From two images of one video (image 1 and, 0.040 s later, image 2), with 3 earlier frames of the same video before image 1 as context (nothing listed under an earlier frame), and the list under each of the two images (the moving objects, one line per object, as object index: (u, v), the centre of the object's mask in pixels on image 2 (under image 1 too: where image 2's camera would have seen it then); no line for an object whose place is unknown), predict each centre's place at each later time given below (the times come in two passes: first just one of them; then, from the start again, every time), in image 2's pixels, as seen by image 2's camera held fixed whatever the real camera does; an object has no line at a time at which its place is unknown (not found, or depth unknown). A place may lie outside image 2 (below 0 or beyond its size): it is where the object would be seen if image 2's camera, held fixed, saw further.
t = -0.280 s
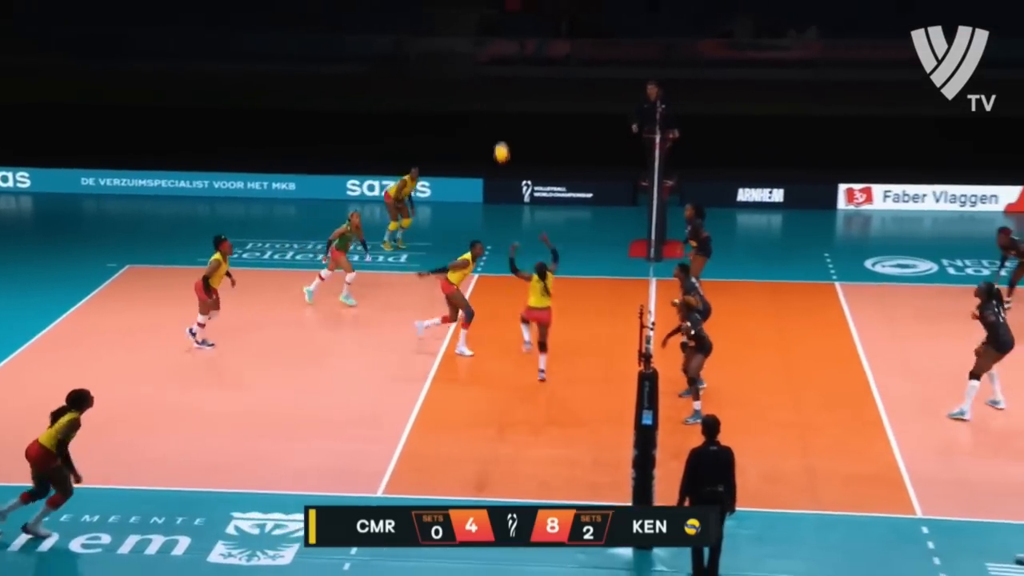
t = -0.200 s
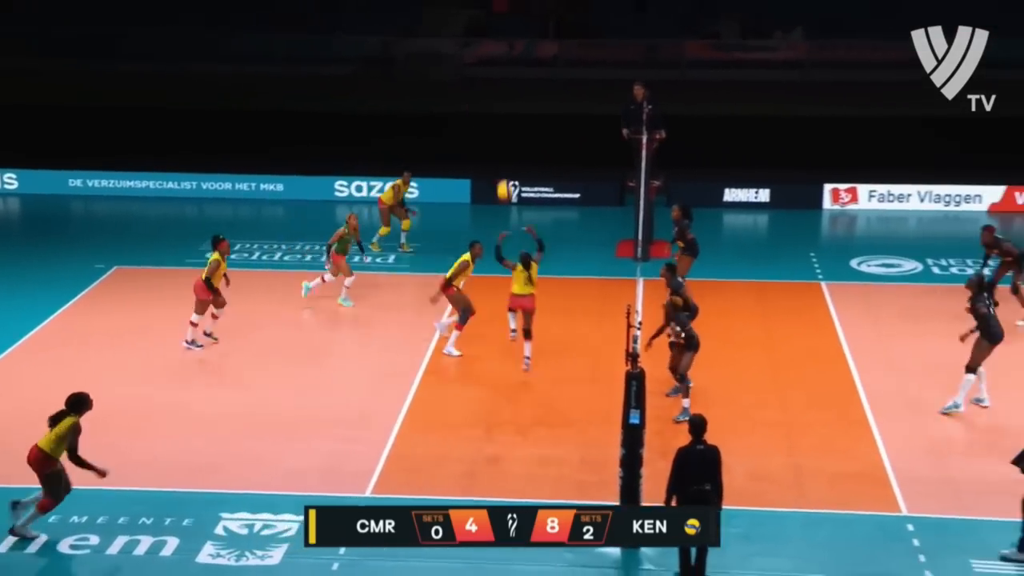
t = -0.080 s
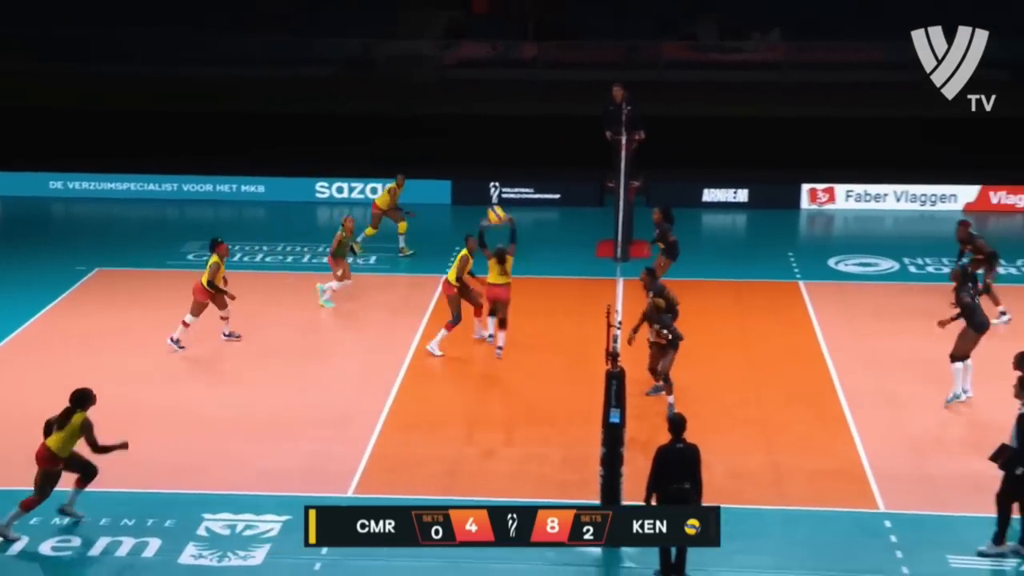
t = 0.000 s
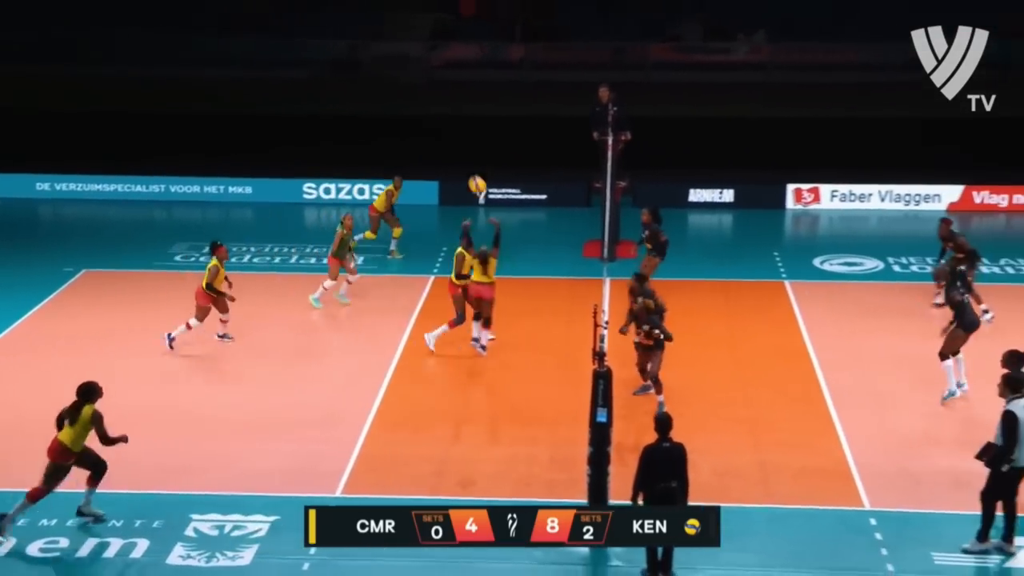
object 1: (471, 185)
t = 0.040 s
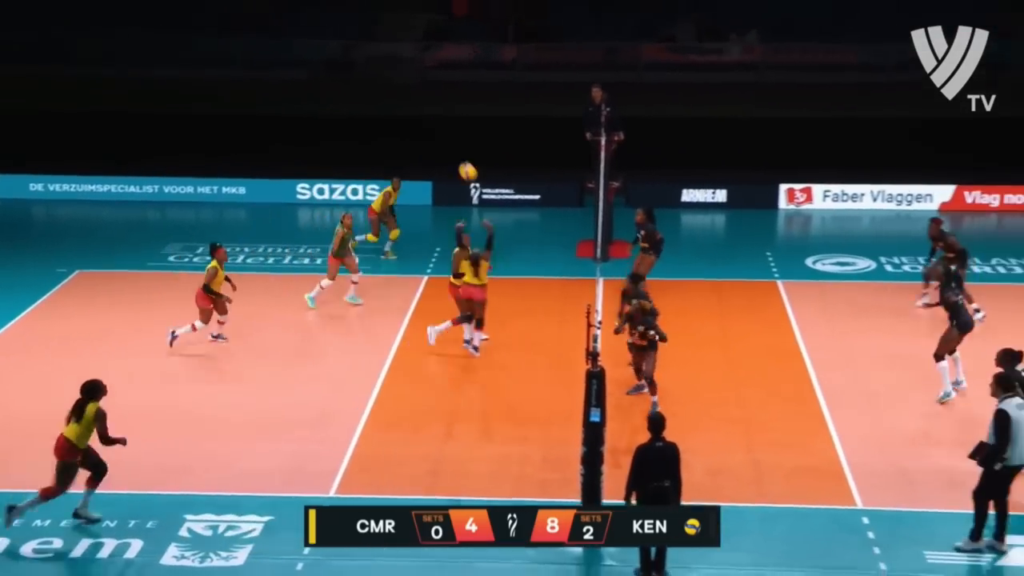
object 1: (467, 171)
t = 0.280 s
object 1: (447, 110)
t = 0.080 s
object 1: (464, 159)
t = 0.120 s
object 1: (461, 147)
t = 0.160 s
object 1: (457, 136)
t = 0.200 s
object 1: (454, 126)
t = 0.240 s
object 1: (450, 117)
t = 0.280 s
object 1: (447, 110)
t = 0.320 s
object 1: (444, 104)
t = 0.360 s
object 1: (440, 99)
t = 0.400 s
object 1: (437, 95)
